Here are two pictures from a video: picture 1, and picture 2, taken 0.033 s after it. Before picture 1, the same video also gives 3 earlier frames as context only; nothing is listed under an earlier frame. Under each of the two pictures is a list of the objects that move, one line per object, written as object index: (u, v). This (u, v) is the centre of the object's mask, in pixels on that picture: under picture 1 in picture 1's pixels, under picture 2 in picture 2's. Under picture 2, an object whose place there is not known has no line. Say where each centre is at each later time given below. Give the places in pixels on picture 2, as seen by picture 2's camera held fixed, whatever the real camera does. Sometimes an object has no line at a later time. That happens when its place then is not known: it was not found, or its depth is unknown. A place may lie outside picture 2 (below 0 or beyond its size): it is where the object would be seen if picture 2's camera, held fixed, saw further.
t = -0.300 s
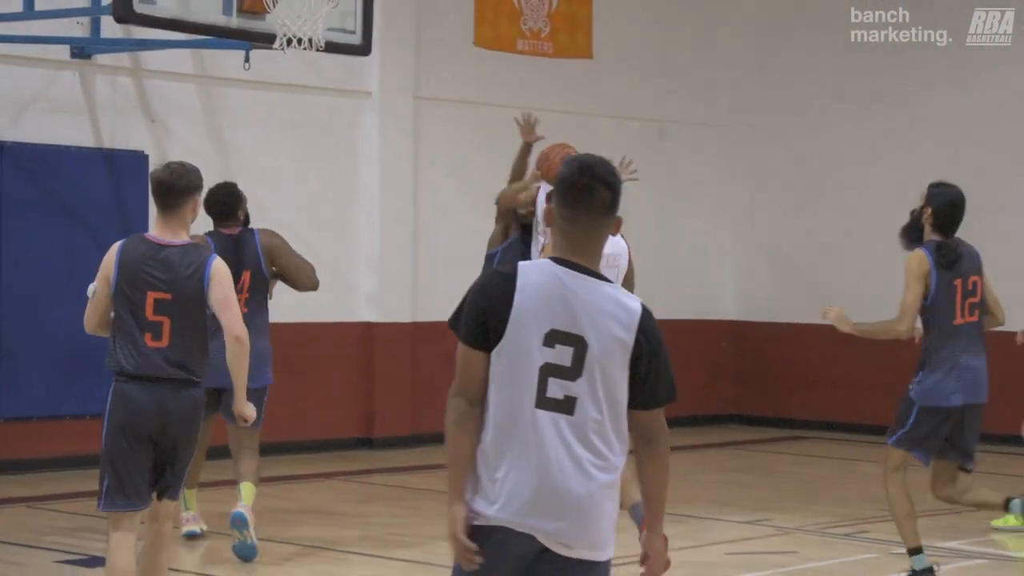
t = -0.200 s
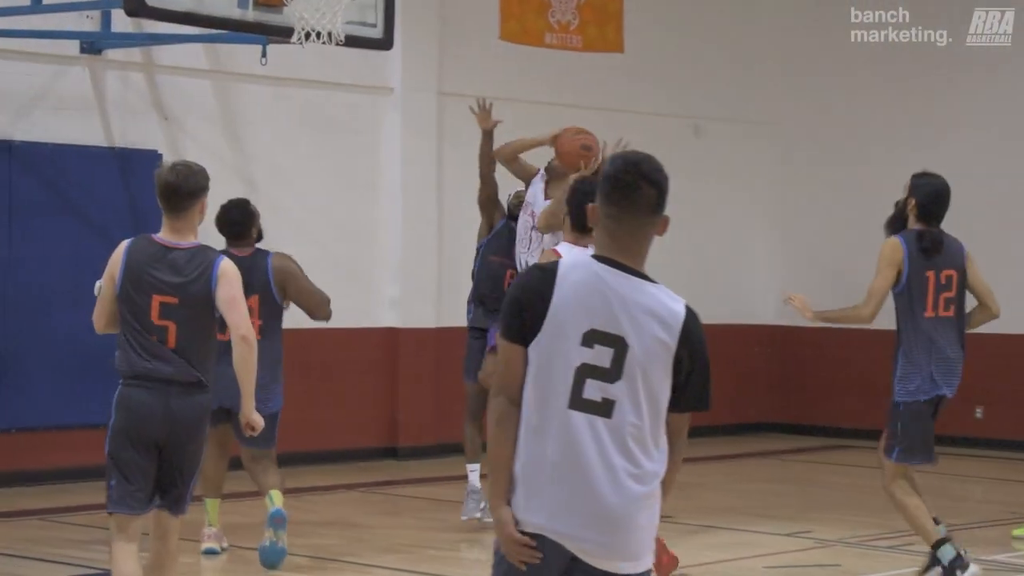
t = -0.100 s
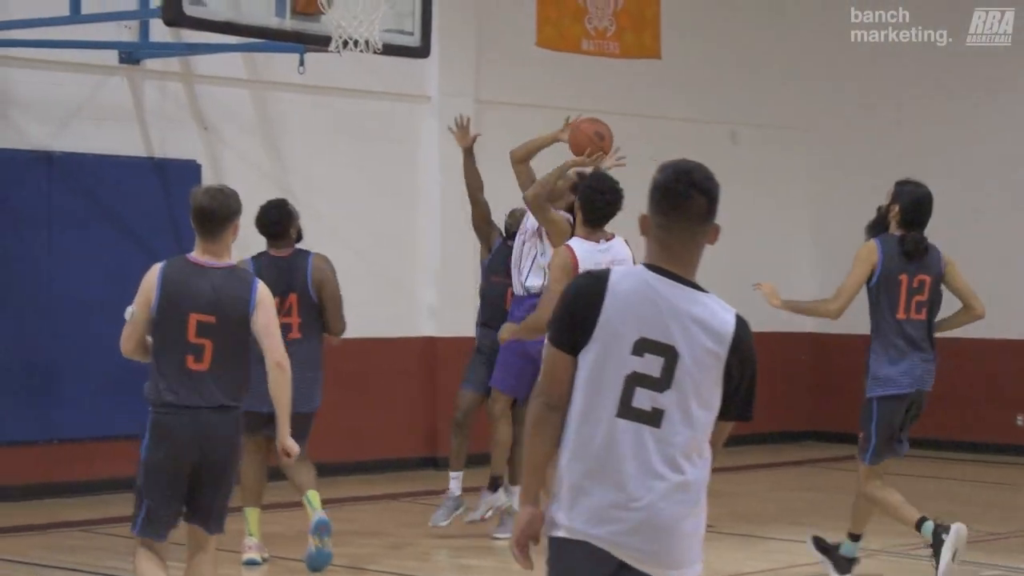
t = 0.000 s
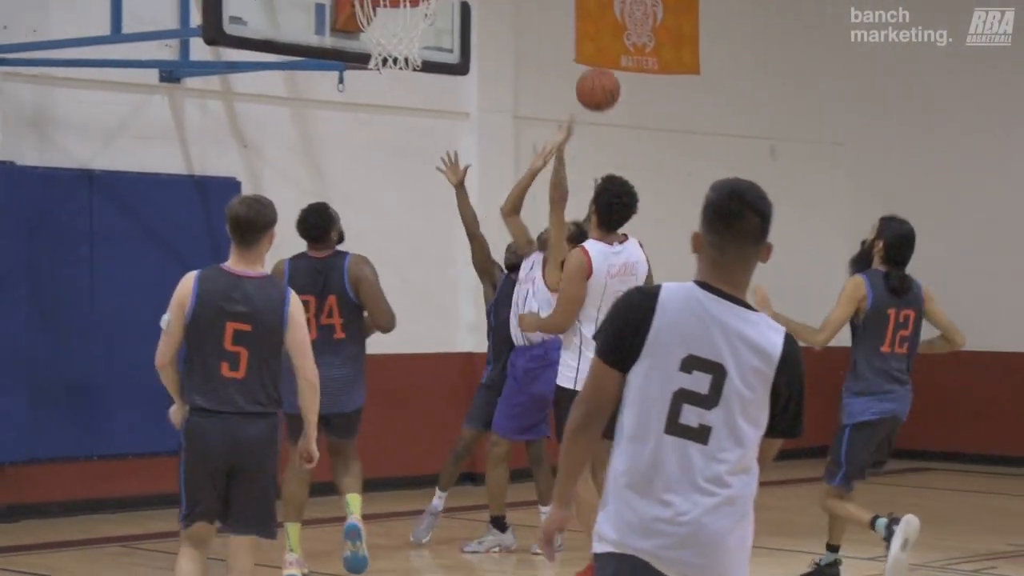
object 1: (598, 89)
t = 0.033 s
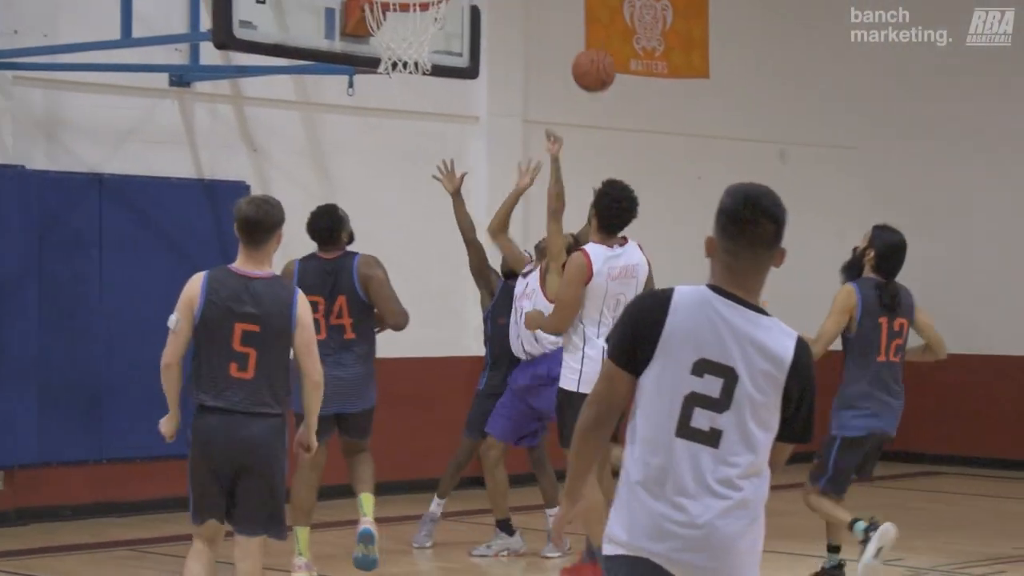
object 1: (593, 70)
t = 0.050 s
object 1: (584, 59)
